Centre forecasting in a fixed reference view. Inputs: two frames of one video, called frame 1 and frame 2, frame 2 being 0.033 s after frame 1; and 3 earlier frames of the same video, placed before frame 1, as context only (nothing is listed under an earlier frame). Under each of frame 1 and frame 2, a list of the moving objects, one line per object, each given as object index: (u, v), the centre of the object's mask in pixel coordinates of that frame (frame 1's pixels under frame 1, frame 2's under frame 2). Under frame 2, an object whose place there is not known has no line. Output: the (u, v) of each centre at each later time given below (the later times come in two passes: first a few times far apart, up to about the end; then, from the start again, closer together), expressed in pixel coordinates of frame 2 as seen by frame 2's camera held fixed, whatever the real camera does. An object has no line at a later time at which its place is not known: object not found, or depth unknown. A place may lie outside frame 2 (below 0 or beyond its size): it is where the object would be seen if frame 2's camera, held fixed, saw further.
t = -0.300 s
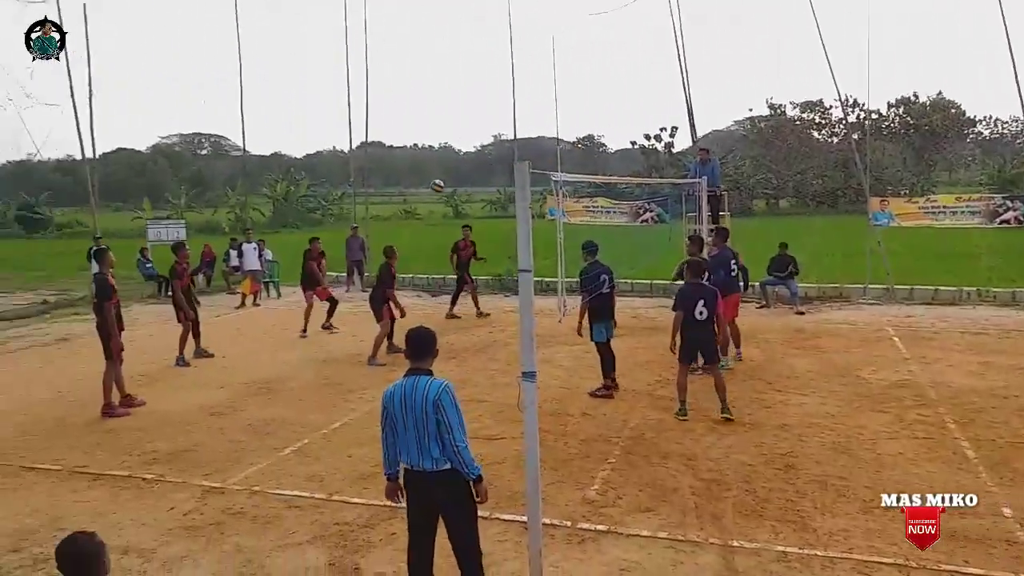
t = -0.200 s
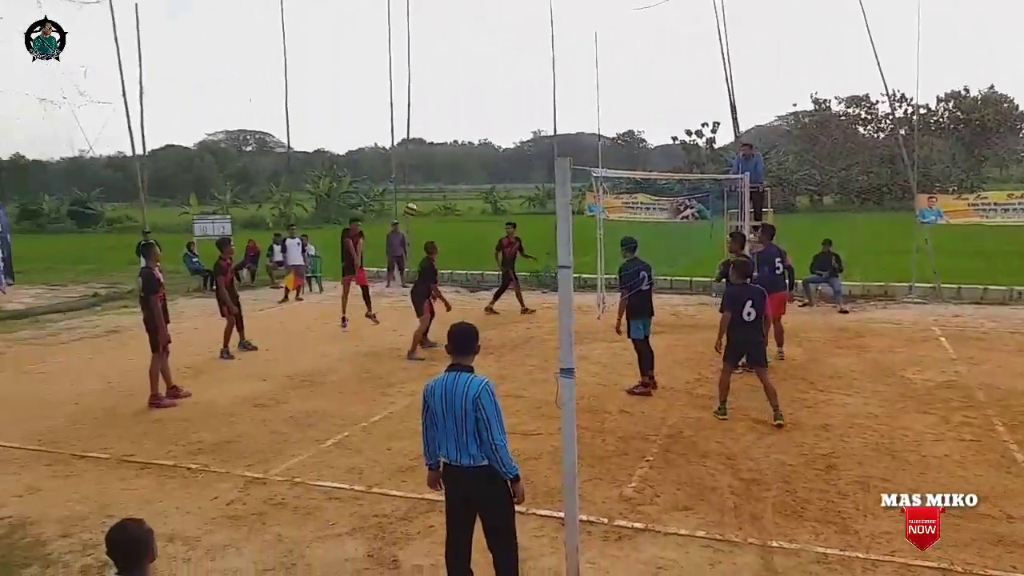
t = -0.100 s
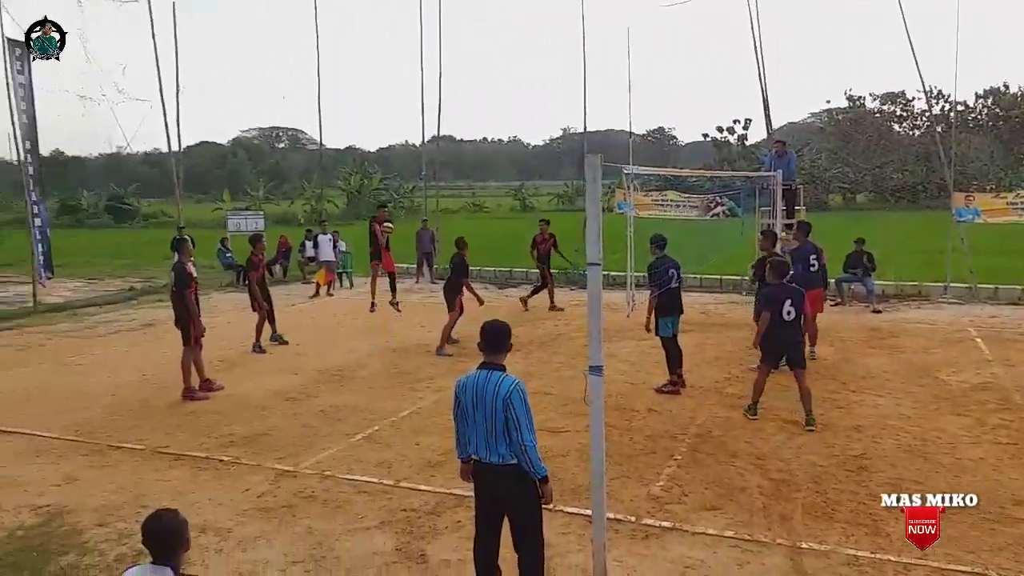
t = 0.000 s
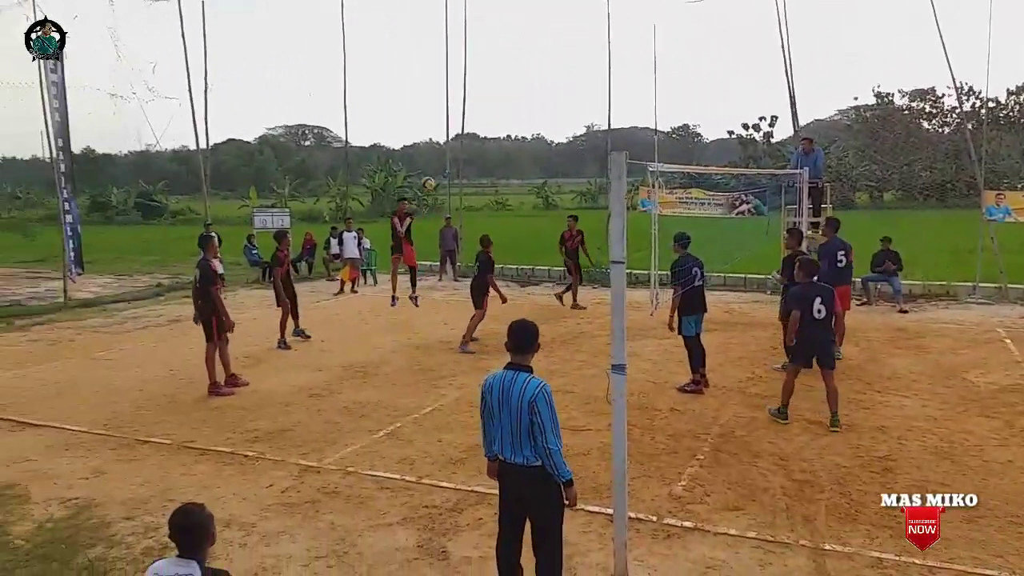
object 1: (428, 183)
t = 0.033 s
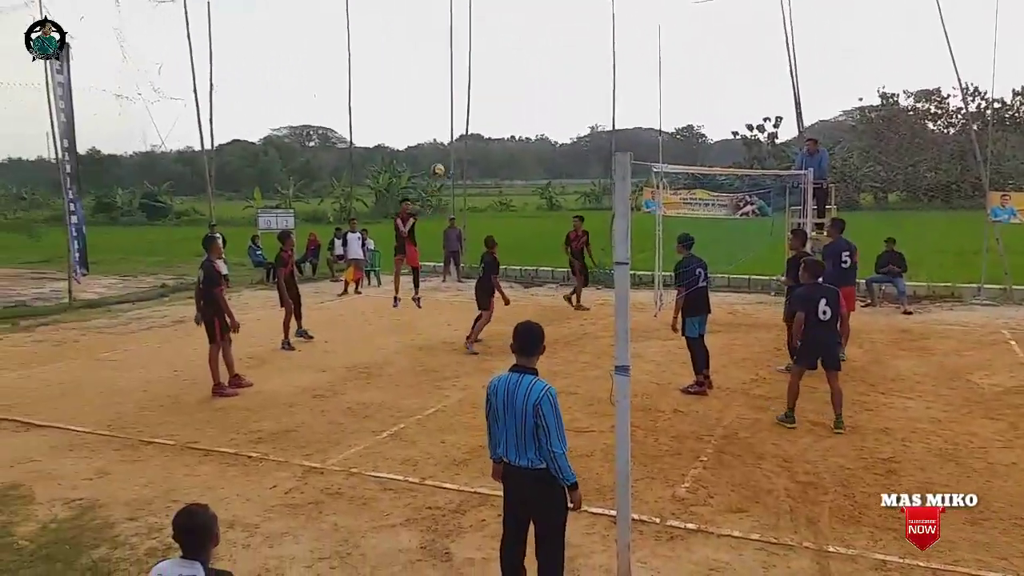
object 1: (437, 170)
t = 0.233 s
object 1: (473, 98)
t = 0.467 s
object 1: (518, 42)
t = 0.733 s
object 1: (573, 21)
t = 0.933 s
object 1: (617, 42)
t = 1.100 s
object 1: (655, 85)
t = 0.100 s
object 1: (449, 145)
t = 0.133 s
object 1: (455, 133)
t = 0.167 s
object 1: (461, 121)
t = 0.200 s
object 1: (467, 109)
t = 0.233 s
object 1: (473, 98)
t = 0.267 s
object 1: (479, 89)
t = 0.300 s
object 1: (486, 79)
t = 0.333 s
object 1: (492, 70)
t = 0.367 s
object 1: (498, 62)
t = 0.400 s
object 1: (505, 55)
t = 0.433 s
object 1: (512, 48)
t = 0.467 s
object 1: (518, 42)
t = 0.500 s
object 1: (525, 37)
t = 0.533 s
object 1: (531, 32)
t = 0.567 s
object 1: (538, 28)
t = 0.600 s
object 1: (545, 25)
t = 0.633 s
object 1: (552, 23)
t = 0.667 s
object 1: (559, 22)
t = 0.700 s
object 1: (566, 21)
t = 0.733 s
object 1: (573, 21)
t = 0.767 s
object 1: (580, 23)
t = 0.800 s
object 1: (587, 25)
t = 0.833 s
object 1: (594, 28)
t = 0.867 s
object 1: (602, 32)
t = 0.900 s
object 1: (609, 36)
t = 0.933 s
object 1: (617, 42)
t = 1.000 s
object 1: (632, 56)
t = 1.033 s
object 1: (638, 65)
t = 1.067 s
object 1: (646, 74)
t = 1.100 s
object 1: (655, 85)
